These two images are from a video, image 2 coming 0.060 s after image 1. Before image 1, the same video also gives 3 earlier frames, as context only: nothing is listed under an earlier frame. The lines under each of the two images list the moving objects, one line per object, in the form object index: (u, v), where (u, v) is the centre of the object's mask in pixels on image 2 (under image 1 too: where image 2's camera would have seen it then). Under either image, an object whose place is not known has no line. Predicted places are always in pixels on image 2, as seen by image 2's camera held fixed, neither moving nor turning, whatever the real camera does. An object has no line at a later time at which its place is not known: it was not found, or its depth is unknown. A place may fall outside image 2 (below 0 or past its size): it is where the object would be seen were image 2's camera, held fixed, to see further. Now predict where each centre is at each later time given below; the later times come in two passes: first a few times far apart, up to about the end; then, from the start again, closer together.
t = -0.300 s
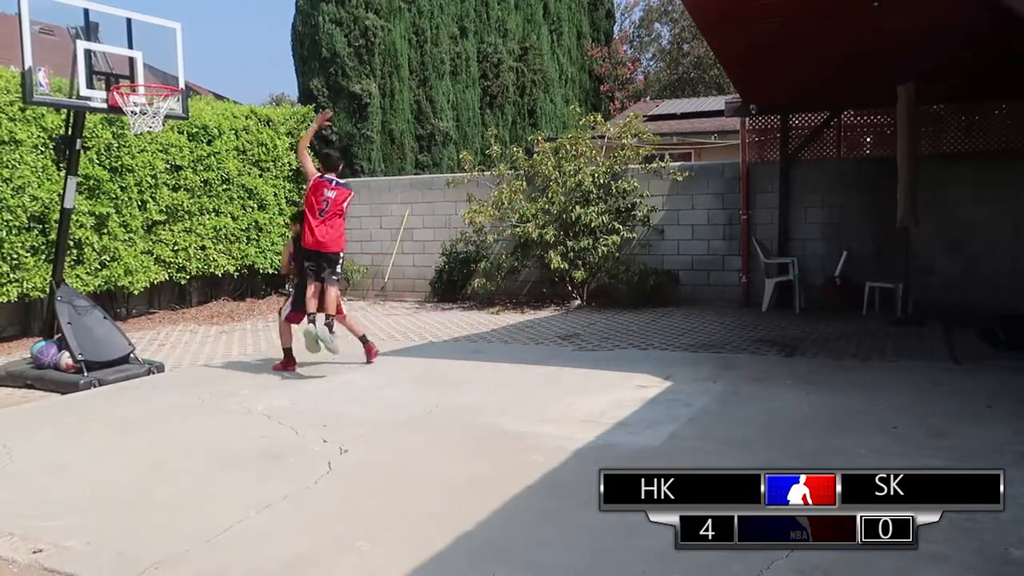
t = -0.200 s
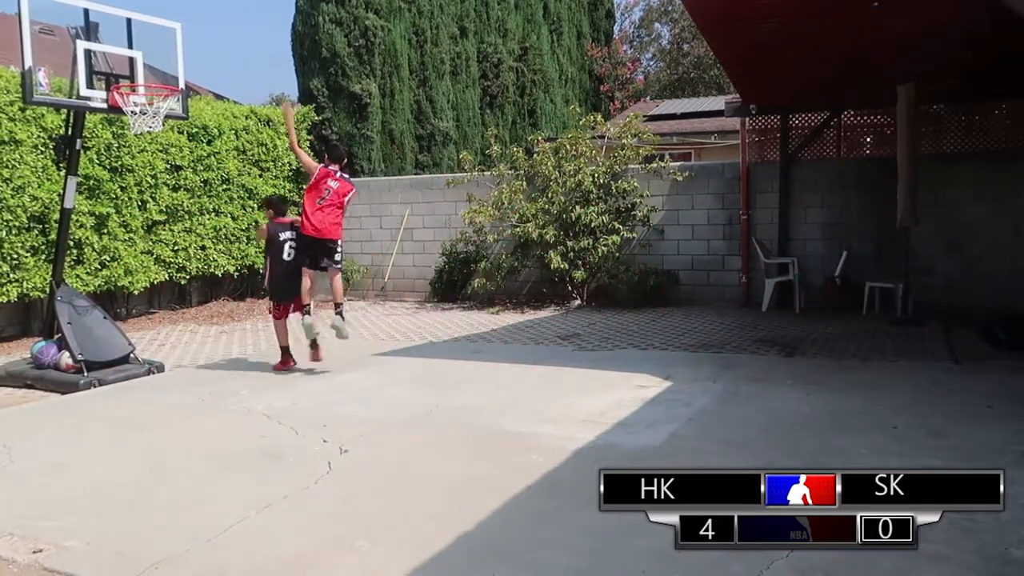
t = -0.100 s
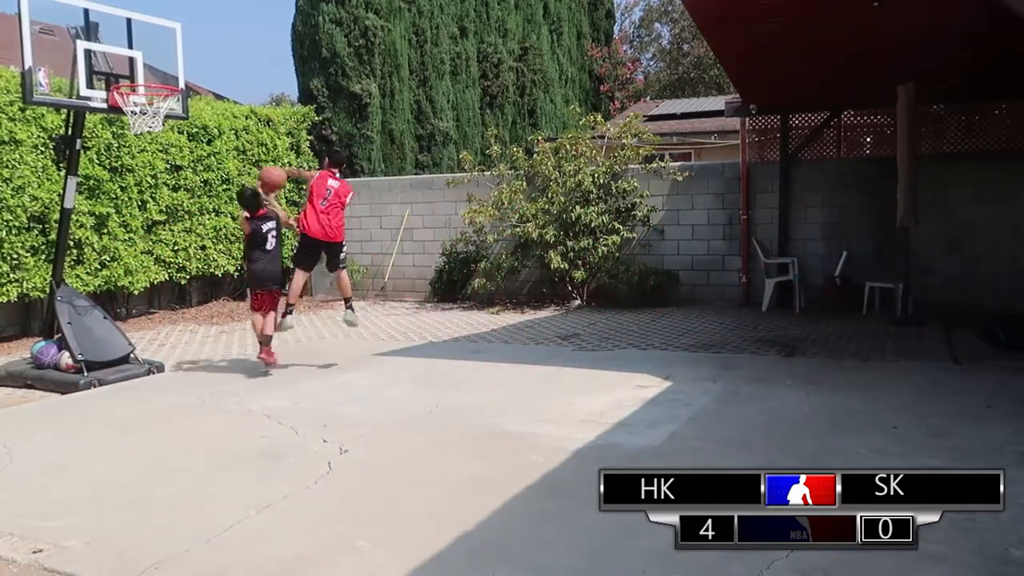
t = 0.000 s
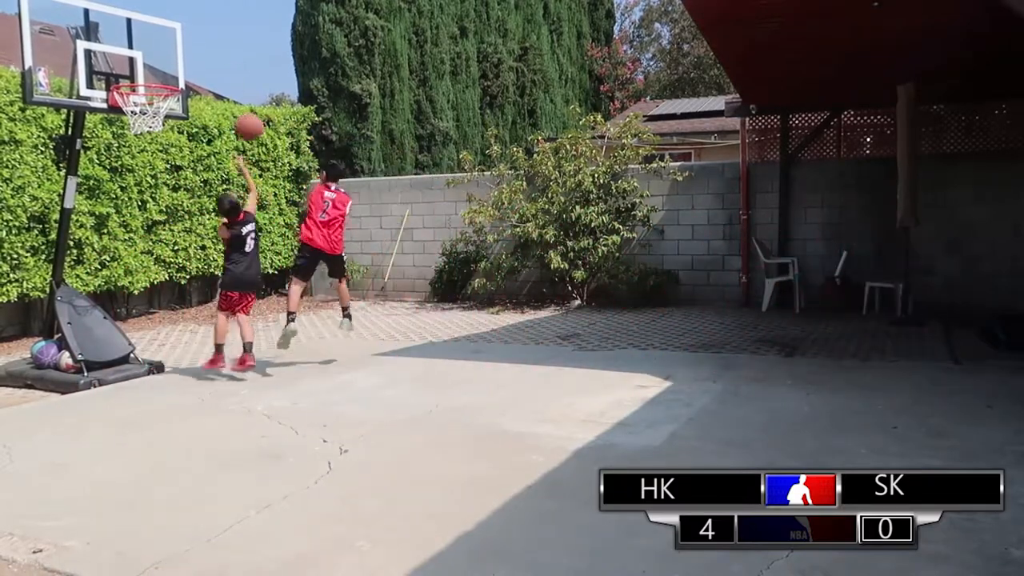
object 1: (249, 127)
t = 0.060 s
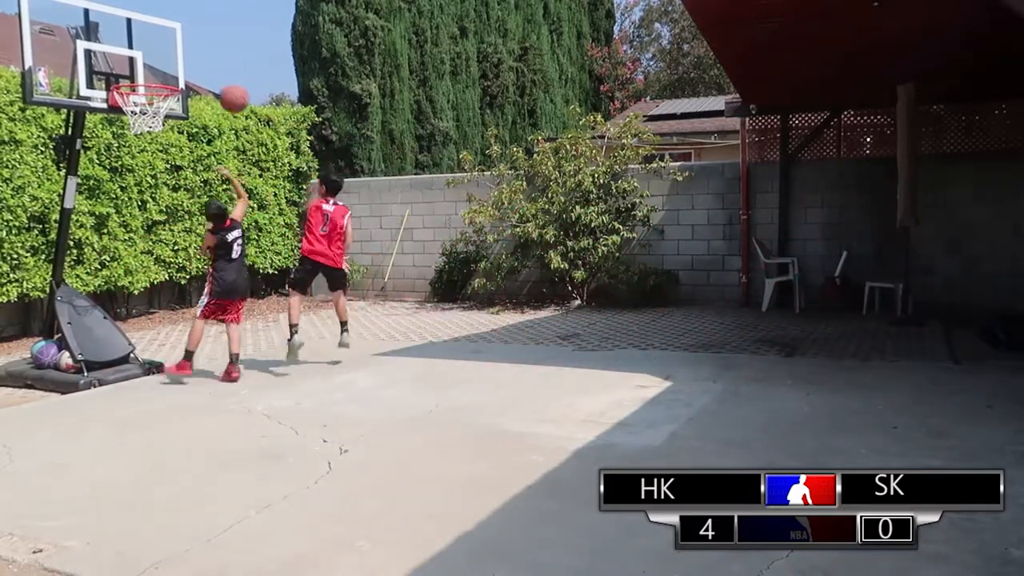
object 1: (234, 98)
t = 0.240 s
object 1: (190, 36)
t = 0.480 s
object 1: (130, 11)
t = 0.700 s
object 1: (90, 40)
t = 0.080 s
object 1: (229, 89)
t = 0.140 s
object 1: (214, 66)
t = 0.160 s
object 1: (209, 59)
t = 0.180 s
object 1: (204, 52)
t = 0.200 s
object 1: (199, 46)
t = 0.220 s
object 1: (195, 41)
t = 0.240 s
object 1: (190, 36)
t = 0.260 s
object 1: (184, 30)
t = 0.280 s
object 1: (180, 26)
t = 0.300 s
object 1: (175, 22)
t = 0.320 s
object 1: (170, 18)
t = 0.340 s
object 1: (164, 16)
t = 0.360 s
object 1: (160, 14)
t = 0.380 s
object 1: (155, 13)
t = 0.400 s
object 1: (150, 12)
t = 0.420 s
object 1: (145, 11)
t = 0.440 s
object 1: (140, 11)
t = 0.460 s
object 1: (135, 11)
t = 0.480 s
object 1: (130, 11)
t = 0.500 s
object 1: (125, 12)
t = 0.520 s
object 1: (119, 13)
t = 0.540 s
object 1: (114, 15)
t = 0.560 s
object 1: (109, 17)
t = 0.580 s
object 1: (104, 20)
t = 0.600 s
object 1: (99, 25)
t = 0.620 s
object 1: (95, 28)
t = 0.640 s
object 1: (94, 30)
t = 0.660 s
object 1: (93, 32)
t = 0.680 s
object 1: (91, 36)
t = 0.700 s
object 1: (90, 40)
